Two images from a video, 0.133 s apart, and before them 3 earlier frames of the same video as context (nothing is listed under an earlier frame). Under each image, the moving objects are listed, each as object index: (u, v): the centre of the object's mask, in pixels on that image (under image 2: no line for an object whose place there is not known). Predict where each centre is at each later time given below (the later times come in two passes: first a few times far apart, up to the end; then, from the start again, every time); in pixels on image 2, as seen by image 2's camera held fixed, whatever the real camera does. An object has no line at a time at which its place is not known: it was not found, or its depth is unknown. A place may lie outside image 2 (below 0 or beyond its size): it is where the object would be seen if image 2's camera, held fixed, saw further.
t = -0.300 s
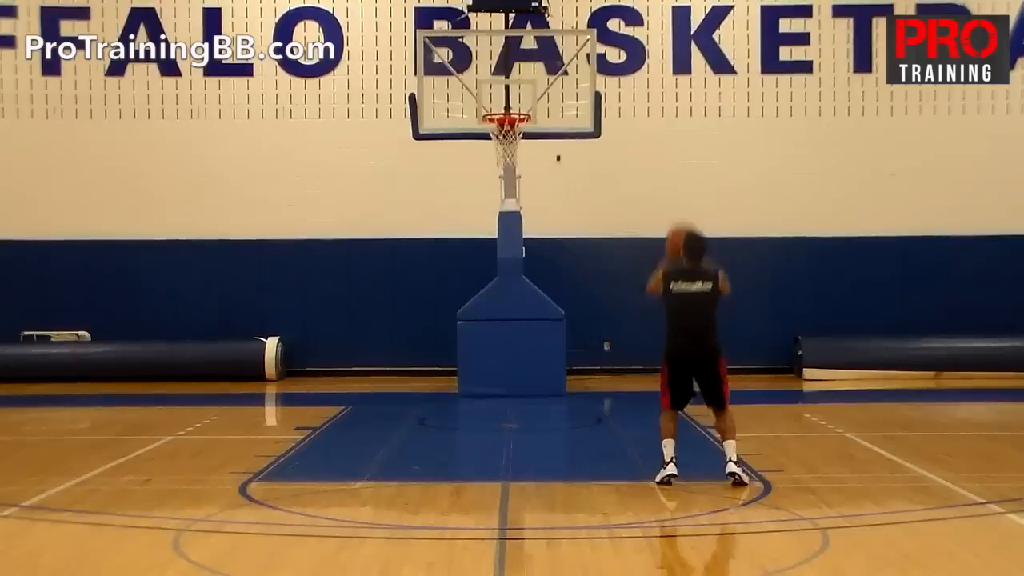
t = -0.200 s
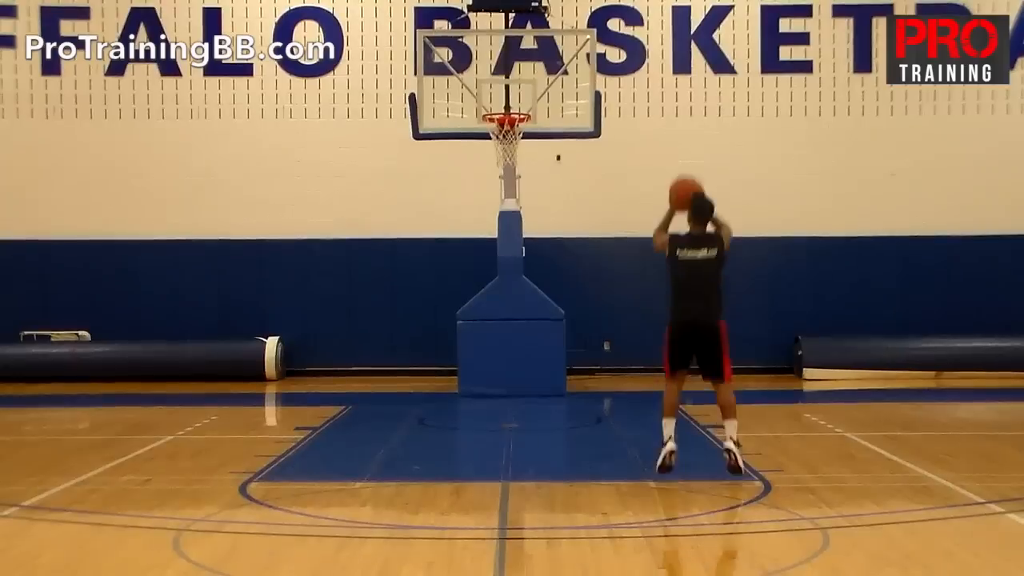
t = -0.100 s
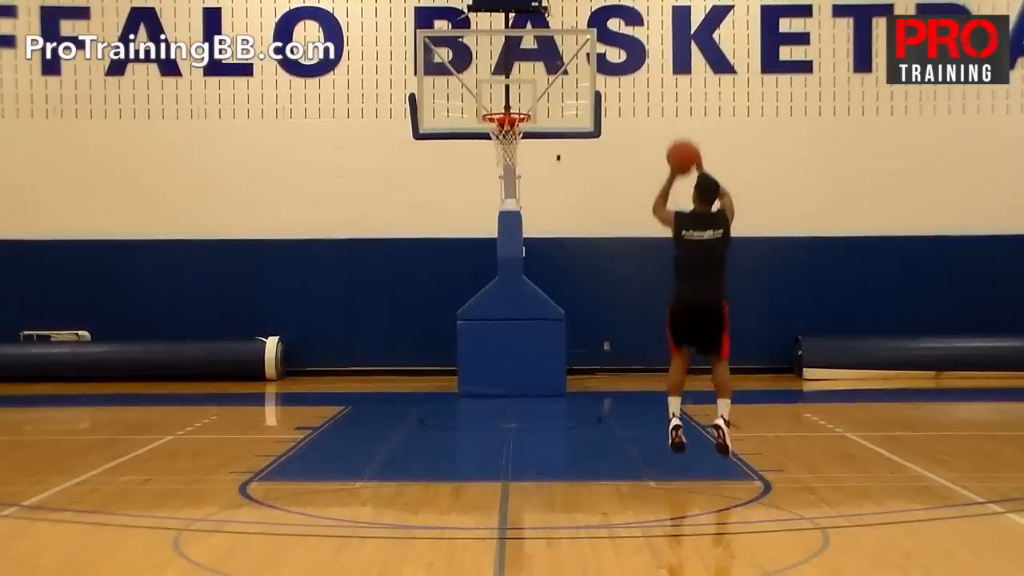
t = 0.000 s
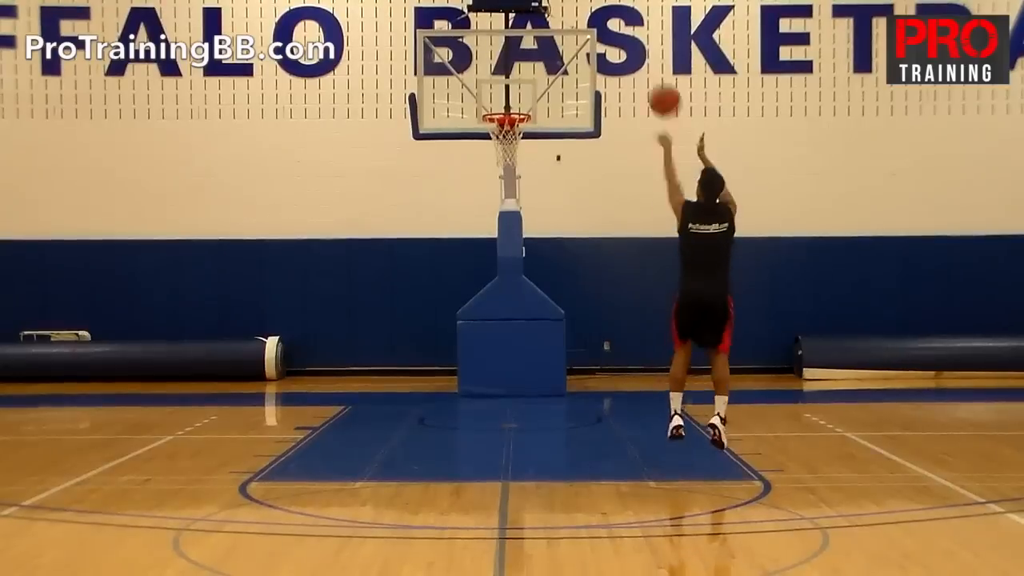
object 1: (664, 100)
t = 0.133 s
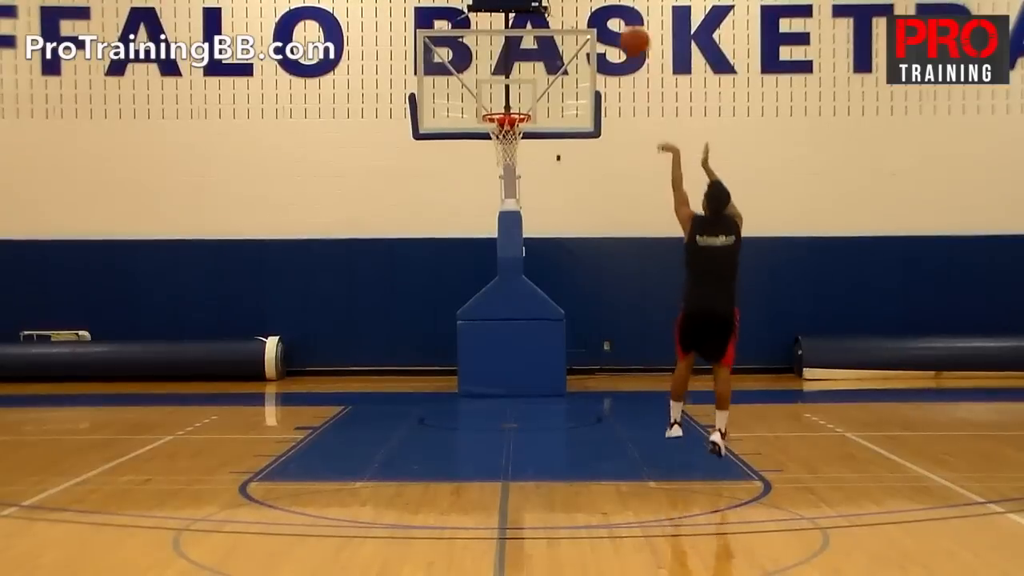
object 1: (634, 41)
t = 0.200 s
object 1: (621, 22)
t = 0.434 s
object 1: (577, 7)
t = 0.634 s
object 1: (545, 32)
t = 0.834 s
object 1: (518, 99)
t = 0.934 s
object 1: (506, 124)
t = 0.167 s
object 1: (628, 31)
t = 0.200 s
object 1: (621, 22)
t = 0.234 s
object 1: (614, 16)
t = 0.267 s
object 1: (607, 12)
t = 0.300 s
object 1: (601, 10)
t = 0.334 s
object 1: (595, 7)
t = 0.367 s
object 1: (589, 7)
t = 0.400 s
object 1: (583, 7)
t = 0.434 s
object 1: (577, 7)
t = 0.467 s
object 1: (572, 8)
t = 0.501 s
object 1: (566, 10)
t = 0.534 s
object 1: (560, 12)
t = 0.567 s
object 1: (555, 18)
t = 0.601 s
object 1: (550, 25)
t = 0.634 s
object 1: (545, 32)
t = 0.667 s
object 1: (541, 40)
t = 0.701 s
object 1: (537, 51)
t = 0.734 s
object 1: (532, 61)
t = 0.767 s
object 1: (527, 73)
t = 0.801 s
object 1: (523, 85)
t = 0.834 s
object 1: (518, 99)
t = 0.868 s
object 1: (514, 107)
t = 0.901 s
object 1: (508, 116)
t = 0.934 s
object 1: (506, 124)
